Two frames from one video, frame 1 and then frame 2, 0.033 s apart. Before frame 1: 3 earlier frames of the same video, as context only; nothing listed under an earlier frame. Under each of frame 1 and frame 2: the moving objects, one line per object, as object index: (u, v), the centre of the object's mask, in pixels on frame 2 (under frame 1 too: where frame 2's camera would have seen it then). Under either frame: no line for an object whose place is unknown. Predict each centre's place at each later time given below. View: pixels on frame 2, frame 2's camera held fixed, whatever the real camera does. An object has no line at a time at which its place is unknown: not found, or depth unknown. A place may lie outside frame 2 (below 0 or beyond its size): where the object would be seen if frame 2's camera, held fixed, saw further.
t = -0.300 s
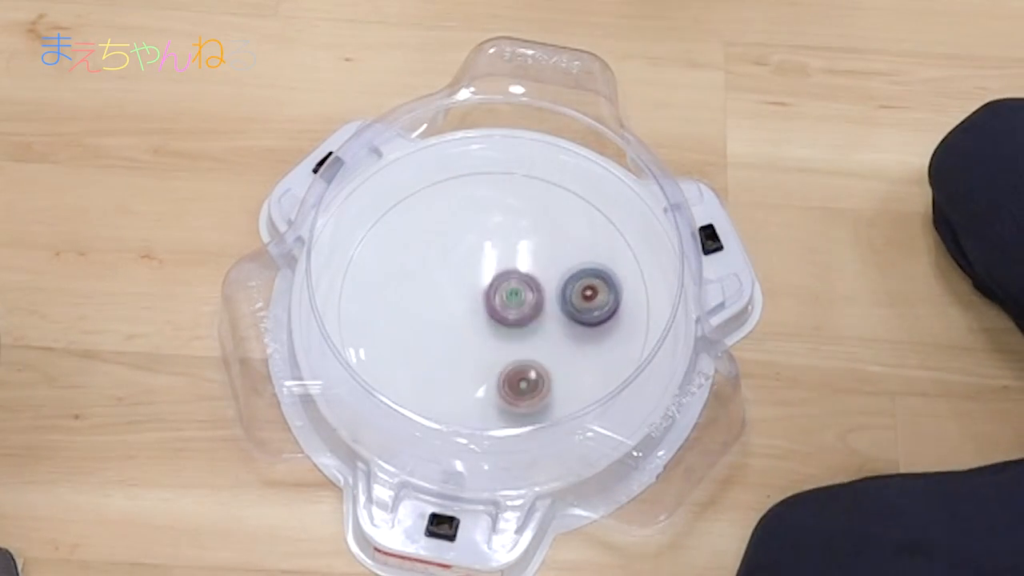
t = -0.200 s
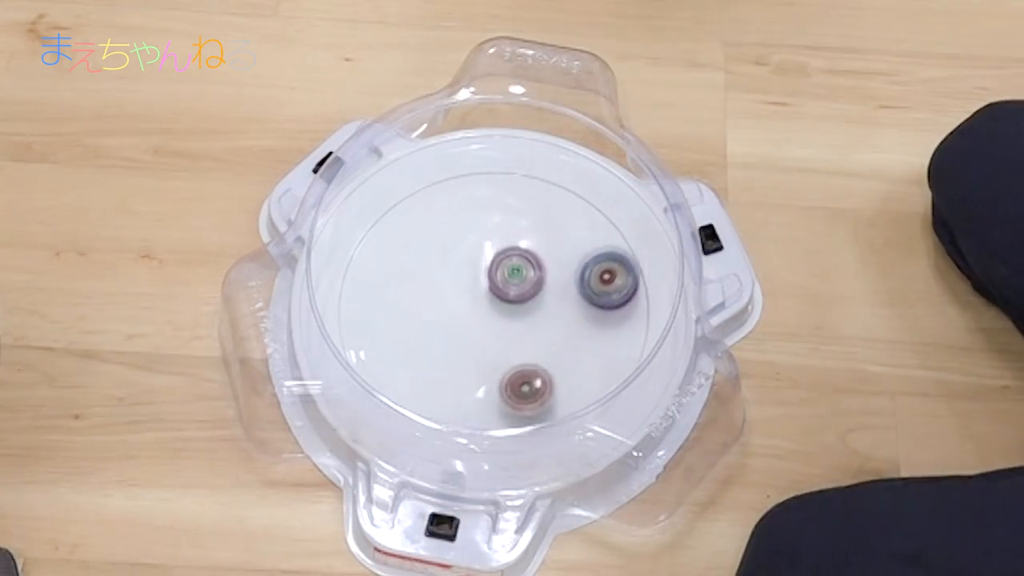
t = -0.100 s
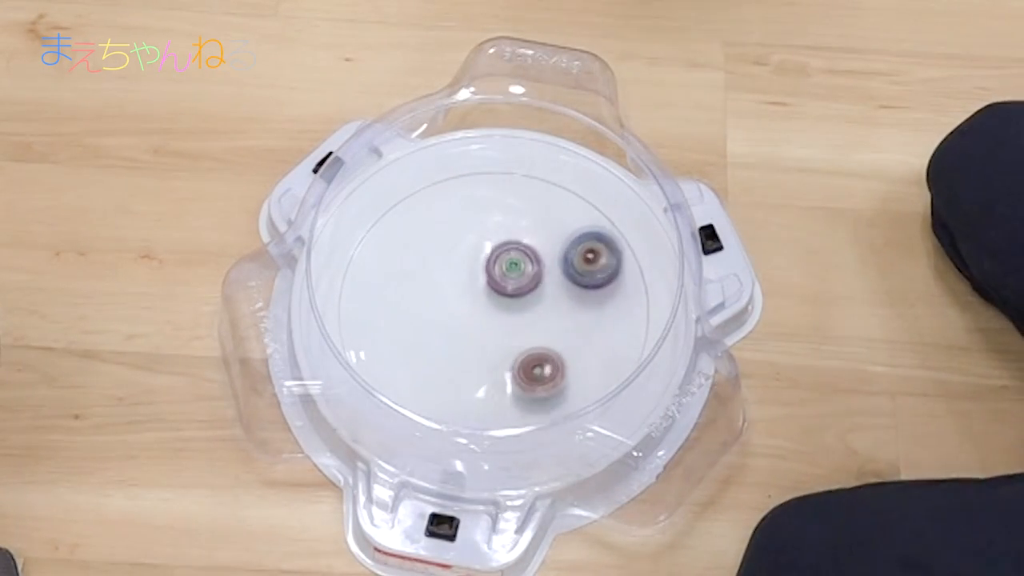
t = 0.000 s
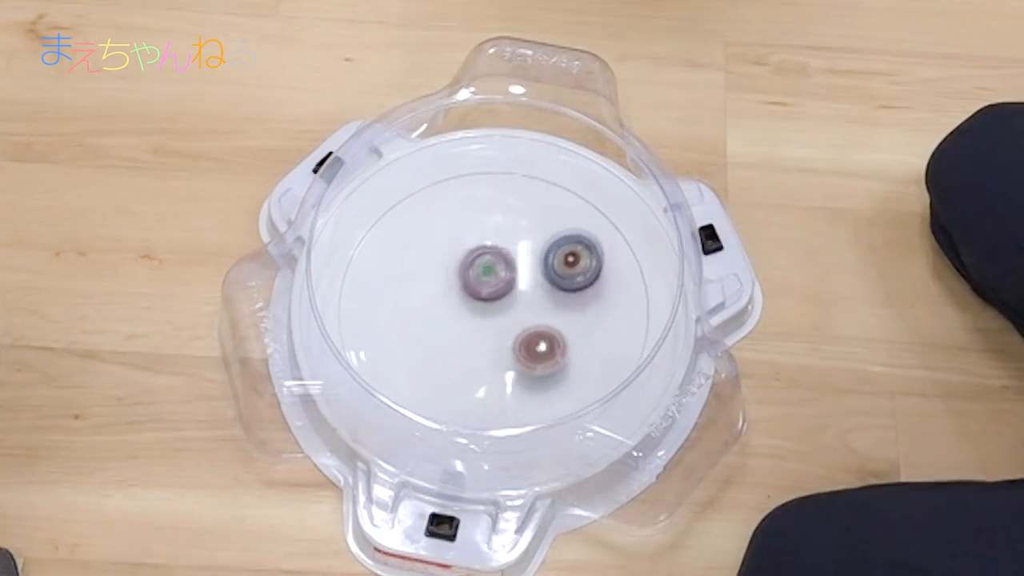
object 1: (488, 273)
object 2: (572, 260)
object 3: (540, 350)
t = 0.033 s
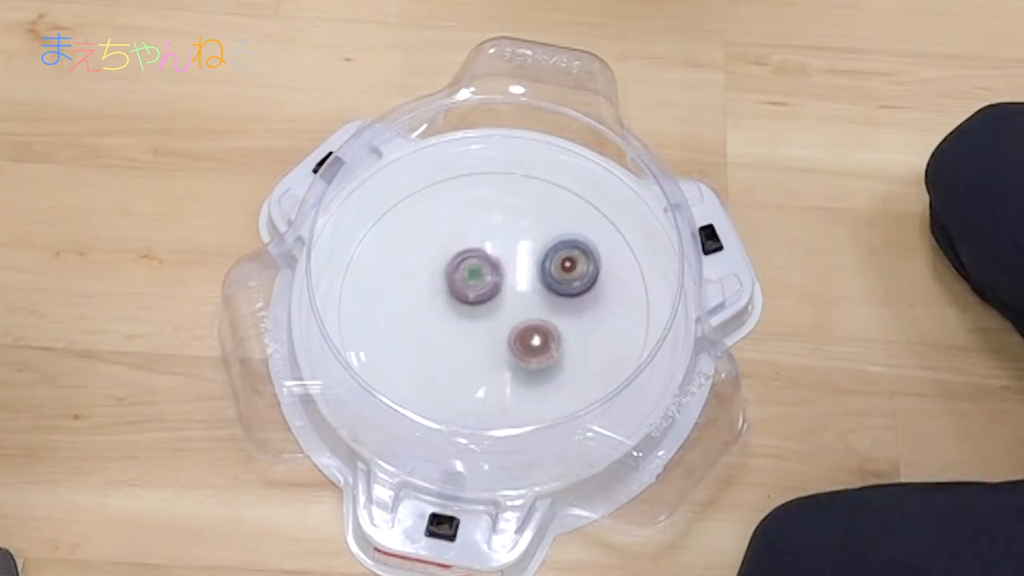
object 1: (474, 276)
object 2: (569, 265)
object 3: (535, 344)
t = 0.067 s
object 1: (462, 281)
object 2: (565, 272)
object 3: (528, 339)
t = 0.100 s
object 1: (453, 286)
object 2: (560, 280)
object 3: (520, 334)
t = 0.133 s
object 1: (446, 293)
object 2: (555, 288)
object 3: (510, 332)
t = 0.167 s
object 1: (441, 301)
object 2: (555, 293)
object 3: (495, 333)
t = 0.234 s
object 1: (421, 303)
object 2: (555, 303)
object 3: (490, 346)
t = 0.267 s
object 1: (413, 306)
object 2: (554, 308)
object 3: (486, 349)
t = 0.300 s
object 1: (408, 310)
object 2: (553, 312)
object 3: (483, 352)
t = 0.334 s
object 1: (405, 315)
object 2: (553, 315)
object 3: (480, 353)
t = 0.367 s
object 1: (404, 321)
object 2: (552, 318)
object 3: (475, 354)
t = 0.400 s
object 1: (404, 326)
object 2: (551, 320)
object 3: (472, 355)
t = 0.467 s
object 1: (408, 334)
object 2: (548, 324)
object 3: (467, 358)
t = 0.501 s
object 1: (404, 332)
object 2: (546, 326)
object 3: (475, 364)
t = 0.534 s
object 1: (403, 332)
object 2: (543, 328)
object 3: (481, 366)
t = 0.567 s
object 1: (404, 332)
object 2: (540, 329)
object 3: (485, 366)
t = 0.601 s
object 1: (407, 333)
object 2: (543, 327)
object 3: (482, 367)
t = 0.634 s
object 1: (412, 333)
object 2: (547, 323)
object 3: (475, 368)
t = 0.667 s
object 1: (418, 333)
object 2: (548, 321)
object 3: (472, 367)
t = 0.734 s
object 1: (424, 321)
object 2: (542, 319)
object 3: (478, 371)
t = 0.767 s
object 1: (428, 316)
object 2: (536, 321)
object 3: (481, 371)
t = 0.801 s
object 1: (432, 310)
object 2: (528, 321)
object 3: (484, 370)
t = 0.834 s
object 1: (437, 304)
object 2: (523, 322)
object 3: (484, 370)
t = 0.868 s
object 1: (442, 298)
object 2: (520, 320)
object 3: (480, 373)
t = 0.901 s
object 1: (447, 292)
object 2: (516, 318)
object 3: (478, 372)
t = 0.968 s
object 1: (456, 279)
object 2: (507, 314)
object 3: (474, 369)
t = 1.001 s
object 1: (459, 272)
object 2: (513, 301)
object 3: (464, 377)
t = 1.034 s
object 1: (461, 265)
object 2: (517, 291)
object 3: (457, 383)
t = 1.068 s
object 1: (461, 257)
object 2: (520, 281)
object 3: (455, 386)
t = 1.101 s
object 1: (462, 250)
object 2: (521, 275)
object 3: (455, 388)
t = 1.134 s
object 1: (462, 244)
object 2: (518, 269)
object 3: (456, 389)
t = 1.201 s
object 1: (457, 231)
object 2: (516, 265)
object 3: (458, 390)
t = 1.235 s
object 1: (454, 227)
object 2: (514, 264)
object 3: (459, 389)
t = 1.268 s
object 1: (452, 225)
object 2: (511, 263)
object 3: (461, 388)
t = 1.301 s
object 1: (452, 224)
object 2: (507, 264)
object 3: (461, 386)
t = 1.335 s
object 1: (451, 224)
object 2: (503, 266)
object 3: (463, 384)
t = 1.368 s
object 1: (451, 226)
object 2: (499, 268)
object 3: (463, 381)
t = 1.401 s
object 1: (453, 230)
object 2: (495, 274)
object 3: (463, 377)
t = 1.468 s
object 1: (453, 229)
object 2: (496, 296)
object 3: (464, 369)
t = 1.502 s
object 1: (453, 227)
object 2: (500, 307)
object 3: (464, 365)
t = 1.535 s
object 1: (455, 228)
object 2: (505, 317)
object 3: (464, 360)
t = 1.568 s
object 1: (459, 230)
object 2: (518, 319)
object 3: (454, 361)
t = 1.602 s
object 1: (463, 232)
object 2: (531, 321)
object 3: (447, 360)
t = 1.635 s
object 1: (468, 236)
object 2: (542, 320)
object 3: (442, 359)
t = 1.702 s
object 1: (478, 244)
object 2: (562, 315)
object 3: (439, 355)
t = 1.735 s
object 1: (484, 247)
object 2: (571, 312)
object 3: (439, 352)
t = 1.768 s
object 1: (490, 251)
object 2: (578, 307)
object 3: (440, 350)
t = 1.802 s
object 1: (495, 254)
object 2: (584, 299)
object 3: (442, 348)
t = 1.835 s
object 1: (501, 257)
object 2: (587, 290)
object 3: (444, 345)
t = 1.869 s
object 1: (508, 261)
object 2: (586, 281)
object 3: (445, 342)
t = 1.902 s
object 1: (514, 263)
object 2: (582, 273)
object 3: (444, 336)
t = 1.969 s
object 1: (509, 265)
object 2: (583, 267)
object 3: (442, 321)
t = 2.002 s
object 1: (505, 266)
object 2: (584, 266)
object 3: (440, 313)
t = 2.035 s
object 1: (502, 269)
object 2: (584, 265)
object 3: (438, 304)
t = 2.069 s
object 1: (501, 274)
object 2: (581, 265)
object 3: (436, 296)
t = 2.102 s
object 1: (502, 280)
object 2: (577, 266)
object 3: (433, 289)
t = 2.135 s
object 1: (503, 287)
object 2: (572, 269)
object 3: (430, 282)
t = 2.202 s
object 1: (487, 299)
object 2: (577, 277)
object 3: (422, 270)
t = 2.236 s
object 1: (470, 306)
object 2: (584, 280)
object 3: (419, 266)
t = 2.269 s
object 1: (458, 312)
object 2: (590, 283)
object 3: (416, 262)
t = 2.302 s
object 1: (448, 318)
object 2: (593, 286)
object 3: (414, 260)
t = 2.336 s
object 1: (441, 326)
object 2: (596, 289)
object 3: (411, 259)
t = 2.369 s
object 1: (436, 332)
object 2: (597, 290)
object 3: (409, 258)
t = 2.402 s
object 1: (433, 339)
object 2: (596, 292)
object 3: (407, 257)
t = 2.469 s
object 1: (433, 352)
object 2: (589, 298)
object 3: (408, 262)
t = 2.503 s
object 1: (434, 357)
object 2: (584, 302)
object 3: (410, 264)
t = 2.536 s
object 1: (437, 361)
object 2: (579, 307)
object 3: (415, 266)
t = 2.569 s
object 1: (439, 364)
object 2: (572, 313)
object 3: (420, 268)
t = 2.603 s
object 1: (443, 366)
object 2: (566, 320)
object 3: (425, 271)
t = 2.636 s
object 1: (447, 367)
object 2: (560, 326)
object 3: (429, 273)
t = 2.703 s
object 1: (455, 367)
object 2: (548, 339)
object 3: (441, 275)
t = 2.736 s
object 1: (459, 367)
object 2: (542, 346)
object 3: (450, 275)
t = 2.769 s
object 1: (463, 365)
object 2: (537, 352)
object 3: (459, 274)
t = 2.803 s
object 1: (466, 363)
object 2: (533, 359)
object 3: (470, 272)
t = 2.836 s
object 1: (464, 360)
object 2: (534, 363)
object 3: (480, 270)
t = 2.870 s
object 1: (463, 356)
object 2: (536, 367)
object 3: (490, 268)
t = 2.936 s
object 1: (465, 350)
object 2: (539, 372)
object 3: (507, 261)
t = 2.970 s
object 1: (466, 346)
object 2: (540, 373)
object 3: (514, 257)
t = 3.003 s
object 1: (468, 341)
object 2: (541, 371)
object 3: (520, 253)
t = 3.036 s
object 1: (470, 336)
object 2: (541, 368)
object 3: (525, 248)
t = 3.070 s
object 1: (472, 331)
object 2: (538, 363)
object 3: (529, 244)
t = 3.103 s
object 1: (474, 326)
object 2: (534, 358)
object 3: (532, 240)
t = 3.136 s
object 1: (476, 321)
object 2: (528, 353)
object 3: (535, 236)
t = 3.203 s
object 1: (464, 294)
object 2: (528, 358)
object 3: (536, 231)
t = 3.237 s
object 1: (458, 279)
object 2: (530, 361)
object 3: (535, 232)
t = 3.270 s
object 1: (453, 268)
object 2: (532, 362)
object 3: (532, 234)
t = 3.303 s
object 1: (448, 258)
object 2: (533, 361)
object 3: (529, 238)
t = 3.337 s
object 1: (444, 250)
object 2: (533, 358)
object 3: (526, 242)
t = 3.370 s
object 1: (440, 245)
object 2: (531, 355)
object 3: (524, 246)
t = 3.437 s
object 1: (435, 236)
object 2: (522, 345)
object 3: (519, 254)
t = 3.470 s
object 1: (435, 233)
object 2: (514, 341)
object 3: (517, 257)
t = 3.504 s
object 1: (434, 232)
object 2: (506, 338)
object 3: (517, 263)
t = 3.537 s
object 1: (435, 231)
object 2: (497, 335)
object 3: (518, 270)
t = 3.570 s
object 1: (438, 231)
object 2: (489, 333)
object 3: (520, 277)
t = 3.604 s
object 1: (441, 233)
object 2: (480, 332)
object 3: (524, 284)
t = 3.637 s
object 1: (444, 234)
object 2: (473, 330)
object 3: (528, 291)
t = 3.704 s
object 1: (453, 240)
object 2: (458, 328)
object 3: (539, 304)
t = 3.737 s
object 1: (458, 242)
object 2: (451, 328)
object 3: (545, 309)
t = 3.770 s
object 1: (463, 245)
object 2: (444, 329)
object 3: (551, 313)
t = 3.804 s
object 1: (470, 249)
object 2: (439, 328)
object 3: (557, 317)
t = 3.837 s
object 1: (476, 252)
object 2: (433, 329)
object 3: (562, 318)
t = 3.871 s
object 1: (482, 255)
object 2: (429, 331)
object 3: (567, 318)
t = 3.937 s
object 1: (495, 261)
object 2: (427, 335)
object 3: (570, 317)
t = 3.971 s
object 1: (501, 264)
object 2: (429, 337)
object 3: (570, 316)
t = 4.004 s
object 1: (509, 267)
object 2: (434, 337)
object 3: (568, 316)
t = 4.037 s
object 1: (516, 271)
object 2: (439, 335)
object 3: (565, 315)
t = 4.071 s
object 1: (521, 274)
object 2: (445, 332)
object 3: (562, 315)
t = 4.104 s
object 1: (523, 272)
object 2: (451, 327)
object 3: (562, 321)
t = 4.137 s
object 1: (523, 272)
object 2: (457, 322)
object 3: (563, 326)
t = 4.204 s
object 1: (525, 277)
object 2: (465, 309)
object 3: (564, 333)
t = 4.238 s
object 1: (527, 281)
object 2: (469, 303)
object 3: (565, 336)
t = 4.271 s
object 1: (533, 284)
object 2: (466, 296)
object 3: (565, 337)
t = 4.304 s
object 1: (539, 288)
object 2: (463, 290)
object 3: (564, 340)
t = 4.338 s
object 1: (543, 289)
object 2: (460, 284)
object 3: (564, 344)
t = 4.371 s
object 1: (546, 287)
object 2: (456, 278)
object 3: (561, 349)
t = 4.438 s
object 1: (547, 288)
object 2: (450, 269)
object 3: (555, 355)
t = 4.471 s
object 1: (546, 291)
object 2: (446, 266)
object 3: (552, 357)
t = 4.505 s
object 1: (545, 294)
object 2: (442, 264)
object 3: (548, 359)
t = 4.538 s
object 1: (545, 297)
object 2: (438, 265)
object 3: (544, 360)
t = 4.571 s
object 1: (544, 301)
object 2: (436, 266)
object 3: (541, 361)
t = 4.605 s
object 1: (543, 304)
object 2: (436, 269)
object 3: (536, 362)
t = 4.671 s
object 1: (539, 307)
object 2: (442, 277)
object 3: (525, 366)
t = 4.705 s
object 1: (537, 309)
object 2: (448, 282)
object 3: (520, 367)
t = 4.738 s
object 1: (534, 311)
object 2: (455, 285)
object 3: (516, 367)
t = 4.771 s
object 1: (531, 313)
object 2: (463, 288)
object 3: (511, 368)
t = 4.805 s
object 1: (530, 313)
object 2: (471, 289)
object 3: (504, 370)
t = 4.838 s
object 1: (535, 318)
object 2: (472, 284)
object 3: (498, 370)
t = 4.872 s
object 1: (539, 321)
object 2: (471, 279)
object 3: (494, 370)
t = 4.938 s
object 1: (541, 324)
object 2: (472, 271)
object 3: (486, 368)
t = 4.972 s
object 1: (540, 325)
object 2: (472, 268)
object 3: (482, 367)
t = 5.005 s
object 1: (538, 326)
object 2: (472, 264)
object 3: (479, 366)
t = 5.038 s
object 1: (536, 327)
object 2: (472, 262)
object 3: (475, 364)
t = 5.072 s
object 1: (532, 328)
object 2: (471, 262)
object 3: (472, 362)
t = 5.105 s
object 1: (529, 328)
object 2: (471, 263)
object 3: (469, 360)
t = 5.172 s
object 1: (521, 329)
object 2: (473, 266)
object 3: (462, 356)
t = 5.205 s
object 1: (517, 329)
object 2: (476, 269)
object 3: (459, 354)
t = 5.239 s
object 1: (513, 329)
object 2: (479, 272)
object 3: (455, 352)
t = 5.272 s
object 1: (509, 329)
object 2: (483, 274)
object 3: (451, 349)
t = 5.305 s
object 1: (508, 331)
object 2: (486, 273)
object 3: (447, 347)
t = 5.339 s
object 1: (506, 332)
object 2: (489, 271)
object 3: (443, 342)
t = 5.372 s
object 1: (505, 332)
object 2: (492, 268)
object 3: (440, 338)
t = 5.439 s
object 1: (499, 329)
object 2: (496, 266)
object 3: (436, 330)
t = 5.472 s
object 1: (497, 329)
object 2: (498, 266)
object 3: (433, 326)
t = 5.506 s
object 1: (495, 327)
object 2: (499, 266)
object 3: (430, 321)
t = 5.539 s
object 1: (493, 327)
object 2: (502, 265)
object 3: (428, 315)
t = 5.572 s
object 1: (491, 328)
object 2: (504, 263)
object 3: (426, 310)
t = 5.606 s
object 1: (489, 329)
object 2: (505, 260)
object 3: (423, 304)
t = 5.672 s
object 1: (485, 327)
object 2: (506, 258)
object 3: (420, 292)
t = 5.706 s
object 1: (483, 326)
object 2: (506, 259)
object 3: (418, 287)
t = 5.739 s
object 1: (481, 324)
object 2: (505, 260)
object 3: (417, 282)
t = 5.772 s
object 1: (479, 323)
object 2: (505, 262)
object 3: (416, 277)
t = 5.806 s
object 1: (478, 321)
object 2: (505, 265)
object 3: (416, 272)
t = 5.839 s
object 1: (474, 322)
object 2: (508, 265)
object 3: (416, 268)
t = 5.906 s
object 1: (469, 324)
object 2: (516, 261)
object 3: (419, 261)
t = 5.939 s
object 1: (469, 322)
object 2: (520, 259)
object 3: (422, 258)
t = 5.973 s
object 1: (469, 320)
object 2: (522, 257)
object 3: (424, 255)
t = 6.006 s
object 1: (468, 318)
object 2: (523, 255)
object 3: (427, 252)
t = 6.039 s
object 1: (468, 316)
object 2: (523, 255)
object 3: (430, 250)
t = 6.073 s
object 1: (468, 313)
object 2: (523, 256)
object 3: (433, 248)
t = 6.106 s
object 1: (468, 310)
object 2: (521, 258)
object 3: (437, 247)
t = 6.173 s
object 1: (469, 305)
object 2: (519, 266)
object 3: (446, 244)
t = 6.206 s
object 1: (453, 307)
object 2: (532, 268)
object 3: (451, 243)
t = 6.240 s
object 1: (439, 309)
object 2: (547, 267)
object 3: (456, 242)
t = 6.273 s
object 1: (429, 310)
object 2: (555, 266)
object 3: (461, 242)
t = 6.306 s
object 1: (424, 312)
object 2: (560, 265)
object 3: (467, 241)
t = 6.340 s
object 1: (422, 313)
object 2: (565, 265)
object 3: (473, 243)
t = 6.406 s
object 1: (422, 313)
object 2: (572, 265)
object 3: (485, 243)
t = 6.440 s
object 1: (422, 313)
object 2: (575, 266)
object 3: (491, 243)
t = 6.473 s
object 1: (424, 312)
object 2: (577, 267)
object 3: (497, 242)
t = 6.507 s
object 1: (426, 311)
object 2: (579, 269)
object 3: (503, 242)
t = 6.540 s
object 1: (428, 311)
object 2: (580, 272)
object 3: (509, 243)
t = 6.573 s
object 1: (431, 310)
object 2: (581, 276)
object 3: (514, 244)
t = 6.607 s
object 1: (435, 309)
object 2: (580, 280)
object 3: (519, 245)
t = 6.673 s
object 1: (443, 306)
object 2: (574, 290)
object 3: (529, 249)
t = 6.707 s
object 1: (448, 306)
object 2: (571, 295)
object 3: (533, 252)
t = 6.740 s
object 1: (453, 305)
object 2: (568, 304)
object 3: (536, 253)
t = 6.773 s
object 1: (458, 305)
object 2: (564, 309)
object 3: (538, 255)
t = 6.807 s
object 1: (465, 304)
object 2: (561, 314)
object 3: (540, 256)
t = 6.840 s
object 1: (471, 304)
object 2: (558, 320)
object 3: (543, 258)
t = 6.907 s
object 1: (485, 304)
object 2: (549, 330)
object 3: (550, 262)
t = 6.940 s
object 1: (491, 303)
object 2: (544, 334)
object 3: (552, 265)
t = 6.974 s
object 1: (492, 298)
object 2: (543, 343)
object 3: (554, 267)
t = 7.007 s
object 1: (492, 292)
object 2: (542, 351)
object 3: (557, 270)
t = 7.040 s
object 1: (493, 287)
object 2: (540, 356)
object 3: (558, 273)
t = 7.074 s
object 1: (495, 285)
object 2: (537, 360)
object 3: (558, 276)
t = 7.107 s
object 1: (495, 285)
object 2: (534, 364)
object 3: (558, 280)
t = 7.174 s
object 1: (484, 284)
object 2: (525, 370)
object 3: (574, 291)
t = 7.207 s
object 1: (481, 285)
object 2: (521, 372)
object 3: (576, 297)
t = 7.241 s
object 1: (481, 286)
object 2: (515, 372)
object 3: (577, 302)
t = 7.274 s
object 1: (481, 288)
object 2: (509, 372)
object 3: (576, 306)
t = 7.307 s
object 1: (482, 290)
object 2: (503, 372)
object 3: (575, 310)
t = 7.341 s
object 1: (484, 292)
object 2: (497, 372)
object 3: (573, 312)
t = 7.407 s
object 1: (487, 296)
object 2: (485, 369)
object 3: (568, 316)
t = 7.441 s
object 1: (489, 297)
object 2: (479, 365)
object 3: (565, 318)
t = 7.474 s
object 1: (490, 299)
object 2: (475, 362)
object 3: (562, 320)
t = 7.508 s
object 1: (492, 301)
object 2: (470, 358)
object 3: (558, 321)
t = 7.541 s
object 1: (495, 300)
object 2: (464, 356)
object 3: (554, 323)
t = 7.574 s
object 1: (496, 298)
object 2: (459, 353)
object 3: (550, 325)
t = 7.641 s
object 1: (493, 293)
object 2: (451, 344)
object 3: (544, 335)
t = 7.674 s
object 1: (492, 292)
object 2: (448, 340)
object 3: (539, 339)
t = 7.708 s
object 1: (491, 290)
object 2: (445, 335)
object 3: (534, 343)
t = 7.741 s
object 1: (493, 287)
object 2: (439, 331)
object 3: (528, 347)
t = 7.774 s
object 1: (495, 285)
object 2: (434, 326)
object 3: (522, 351)
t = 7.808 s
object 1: (496, 284)
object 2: (431, 319)
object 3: (516, 354)
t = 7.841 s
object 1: (497, 282)
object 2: (427, 312)
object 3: (510, 358)
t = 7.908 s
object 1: (498, 281)
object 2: (422, 295)
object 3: (498, 362)
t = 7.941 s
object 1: (499, 282)
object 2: (420, 286)
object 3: (493, 364)
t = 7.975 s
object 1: (499, 283)
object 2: (418, 277)
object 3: (487, 365)
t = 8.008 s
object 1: (501, 284)
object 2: (417, 269)
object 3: (482, 366)
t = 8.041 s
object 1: (502, 284)
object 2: (416, 262)
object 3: (477, 366)
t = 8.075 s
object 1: (502, 286)
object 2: (415, 256)
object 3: (473, 366)
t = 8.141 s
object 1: (504, 289)
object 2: (416, 248)
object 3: (464, 365)
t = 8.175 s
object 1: (505, 291)
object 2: (417, 245)
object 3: (460, 363)
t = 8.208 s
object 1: (505, 293)
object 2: (419, 242)
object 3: (456, 362)
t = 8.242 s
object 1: (505, 295)
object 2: (423, 240)
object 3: (452, 360)
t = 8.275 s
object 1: (505, 298)
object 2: (427, 238)
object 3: (448, 357)
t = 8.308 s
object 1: (505, 300)
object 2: (433, 236)
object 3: (445, 355)
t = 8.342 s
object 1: (504, 302)
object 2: (440, 236)
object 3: (441, 351)
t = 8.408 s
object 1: (501, 307)
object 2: (458, 234)
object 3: (437, 345)
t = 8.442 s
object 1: (500, 309)
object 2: (468, 233)
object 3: (434, 341)
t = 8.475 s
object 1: (499, 311)
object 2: (477, 233)
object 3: (432, 337)
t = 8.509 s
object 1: (498, 313)
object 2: (487, 234)
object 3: (430, 333)
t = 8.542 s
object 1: (496, 315)
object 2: (495, 235)
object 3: (428, 328)
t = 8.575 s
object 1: (494, 317)
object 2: (503, 236)
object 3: (427, 323)
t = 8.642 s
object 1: (491, 319)
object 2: (520, 236)
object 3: (427, 313)
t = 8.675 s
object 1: (489, 320)
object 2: (525, 237)
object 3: (427, 307)
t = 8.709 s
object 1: (487, 321)
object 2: (529, 238)
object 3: (427, 302)
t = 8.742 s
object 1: (485, 322)
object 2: (533, 241)
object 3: (427, 297)
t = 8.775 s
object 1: (484, 323)
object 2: (534, 244)
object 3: (428, 291)
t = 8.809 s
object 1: (482, 323)
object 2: (536, 248)
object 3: (429, 286)
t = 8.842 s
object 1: (480, 323)
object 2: (538, 254)
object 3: (431, 281)
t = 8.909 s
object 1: (479, 323)
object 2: (539, 267)
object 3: (435, 272)
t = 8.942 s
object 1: (479, 322)
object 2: (540, 275)
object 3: (437, 268)
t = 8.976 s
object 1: (479, 321)
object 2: (542, 284)
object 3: (441, 264)
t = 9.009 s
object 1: (478, 321)
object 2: (544, 294)
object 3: (444, 259)
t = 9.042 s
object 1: (479, 320)
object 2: (547, 302)
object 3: (447, 256)
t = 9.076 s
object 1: (480, 319)
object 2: (549, 309)
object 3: (452, 252)
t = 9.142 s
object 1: (481, 316)
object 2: (553, 319)
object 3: (459, 248)
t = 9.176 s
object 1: (482, 315)
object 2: (554, 323)
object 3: (463, 247)
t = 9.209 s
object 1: (484, 313)
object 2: (555, 327)
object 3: (468, 245)
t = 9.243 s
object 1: (486, 311)
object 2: (555, 330)
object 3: (472, 244)
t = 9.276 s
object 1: (486, 309)
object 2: (553, 331)
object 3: (477, 243)
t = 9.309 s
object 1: (488, 308)
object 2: (552, 332)
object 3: (482, 243)
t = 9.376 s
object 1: (491, 305)
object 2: (545, 334)
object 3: (491, 244)
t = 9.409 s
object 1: (492, 302)
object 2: (542, 338)
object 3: (496, 244)
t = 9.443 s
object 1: (491, 301)
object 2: (540, 340)
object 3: (501, 245)
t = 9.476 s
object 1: (491, 301)
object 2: (538, 341)
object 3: (506, 246)
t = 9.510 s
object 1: (490, 300)
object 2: (535, 343)
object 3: (512, 246)
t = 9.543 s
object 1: (489, 300)
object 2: (532, 345)
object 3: (517, 248)
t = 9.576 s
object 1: (487, 299)
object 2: (531, 351)
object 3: (523, 250)
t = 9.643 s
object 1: (485, 297)
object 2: (528, 357)
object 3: (532, 256)
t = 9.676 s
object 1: (484, 297)
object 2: (526, 359)
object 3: (536, 260)
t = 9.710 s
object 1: (484, 297)
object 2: (524, 360)
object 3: (541, 265)
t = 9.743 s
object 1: (484, 297)
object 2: (521, 358)
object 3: (545, 269)
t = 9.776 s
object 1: (483, 296)
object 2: (518, 357)
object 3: (549, 273)
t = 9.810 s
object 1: (483, 297)
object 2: (513, 356)
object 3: (552, 277)
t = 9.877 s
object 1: (483, 295)
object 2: (503, 352)
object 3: (558, 287)
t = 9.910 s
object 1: (483, 288)
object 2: (498, 356)
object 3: (561, 292)
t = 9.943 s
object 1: (483, 283)
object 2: (494, 358)
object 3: (562, 296)
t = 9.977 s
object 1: (483, 280)
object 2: (491, 360)
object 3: (563, 301)
